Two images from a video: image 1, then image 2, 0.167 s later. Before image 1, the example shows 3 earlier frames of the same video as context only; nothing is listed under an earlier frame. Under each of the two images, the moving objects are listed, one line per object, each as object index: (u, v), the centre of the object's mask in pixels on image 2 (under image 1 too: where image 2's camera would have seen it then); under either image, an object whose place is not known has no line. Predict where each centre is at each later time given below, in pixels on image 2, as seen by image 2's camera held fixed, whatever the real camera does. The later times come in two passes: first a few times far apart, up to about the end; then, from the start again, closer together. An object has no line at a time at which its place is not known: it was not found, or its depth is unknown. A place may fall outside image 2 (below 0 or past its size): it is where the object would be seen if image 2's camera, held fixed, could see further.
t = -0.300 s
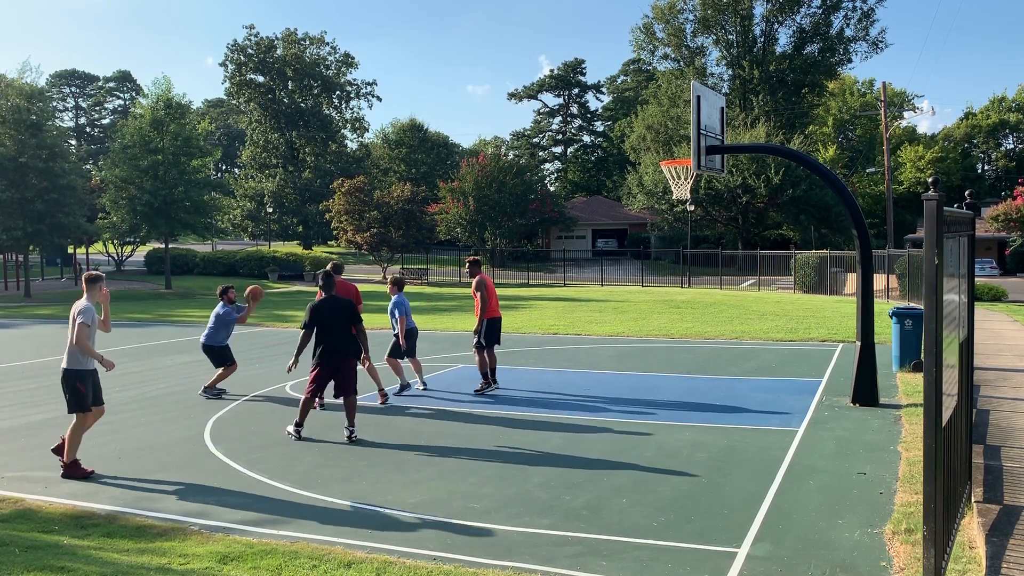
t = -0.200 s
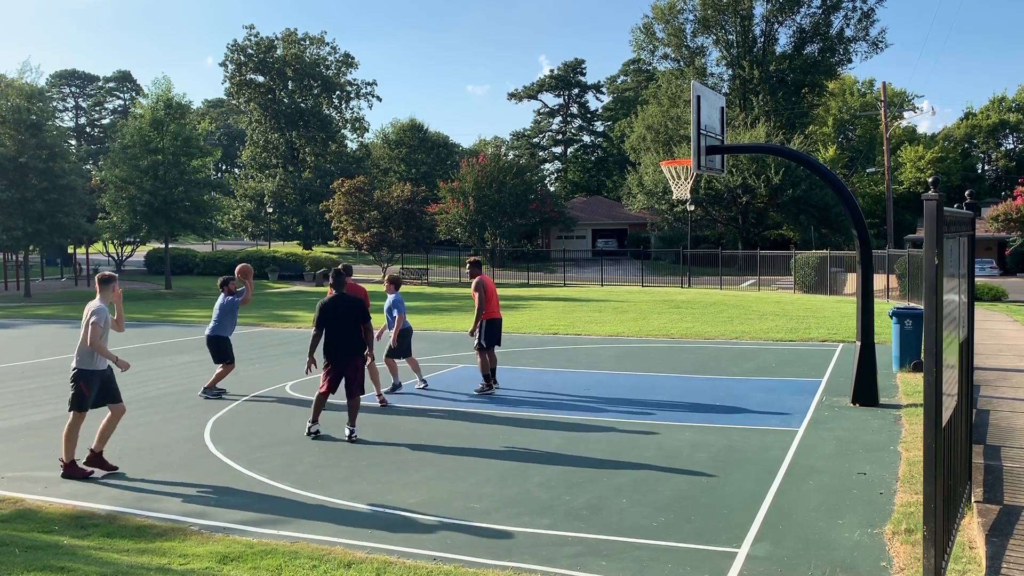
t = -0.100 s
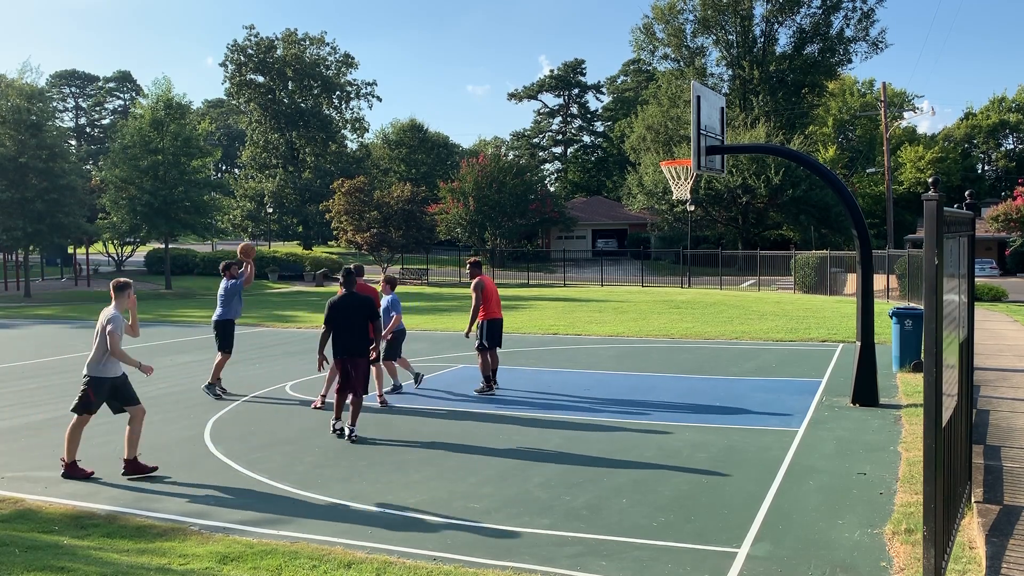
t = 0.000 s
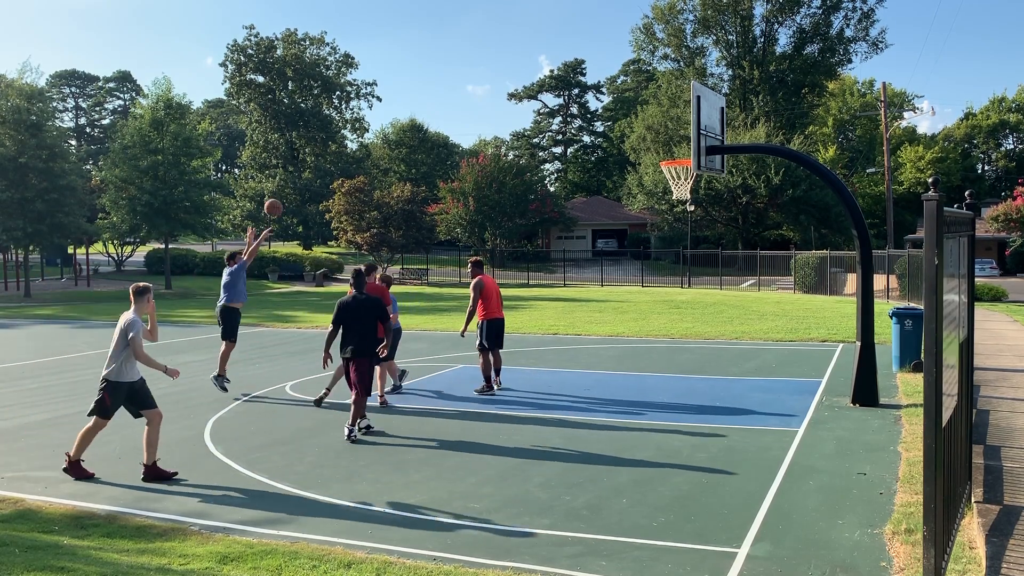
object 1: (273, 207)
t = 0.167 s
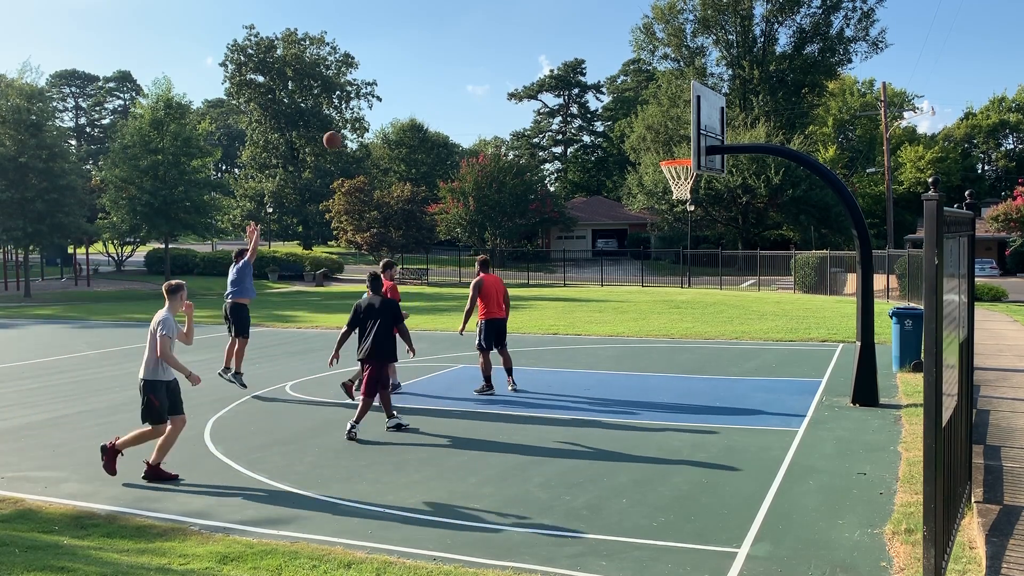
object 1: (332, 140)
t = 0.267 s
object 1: (368, 109)
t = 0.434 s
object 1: (427, 72)
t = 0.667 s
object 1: (512, 55)
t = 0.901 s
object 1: (597, 79)
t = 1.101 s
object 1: (671, 131)
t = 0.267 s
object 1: (368, 109)
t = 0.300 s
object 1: (380, 100)
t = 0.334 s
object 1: (391, 92)
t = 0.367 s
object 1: (403, 85)
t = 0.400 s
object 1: (415, 78)
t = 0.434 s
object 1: (427, 72)
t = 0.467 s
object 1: (439, 68)
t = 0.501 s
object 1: (451, 64)
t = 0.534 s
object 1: (463, 60)
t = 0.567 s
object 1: (475, 58)
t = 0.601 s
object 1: (487, 56)
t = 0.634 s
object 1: (499, 55)
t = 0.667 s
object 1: (512, 55)
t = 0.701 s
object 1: (524, 56)
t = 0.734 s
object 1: (536, 58)
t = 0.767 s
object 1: (548, 60)
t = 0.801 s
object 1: (561, 63)
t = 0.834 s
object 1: (572, 67)
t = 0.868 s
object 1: (584, 73)
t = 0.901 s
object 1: (597, 79)
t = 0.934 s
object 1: (609, 85)
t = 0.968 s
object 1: (621, 93)
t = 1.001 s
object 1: (634, 101)
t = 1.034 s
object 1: (646, 110)
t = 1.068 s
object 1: (658, 121)
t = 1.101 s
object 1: (671, 131)
